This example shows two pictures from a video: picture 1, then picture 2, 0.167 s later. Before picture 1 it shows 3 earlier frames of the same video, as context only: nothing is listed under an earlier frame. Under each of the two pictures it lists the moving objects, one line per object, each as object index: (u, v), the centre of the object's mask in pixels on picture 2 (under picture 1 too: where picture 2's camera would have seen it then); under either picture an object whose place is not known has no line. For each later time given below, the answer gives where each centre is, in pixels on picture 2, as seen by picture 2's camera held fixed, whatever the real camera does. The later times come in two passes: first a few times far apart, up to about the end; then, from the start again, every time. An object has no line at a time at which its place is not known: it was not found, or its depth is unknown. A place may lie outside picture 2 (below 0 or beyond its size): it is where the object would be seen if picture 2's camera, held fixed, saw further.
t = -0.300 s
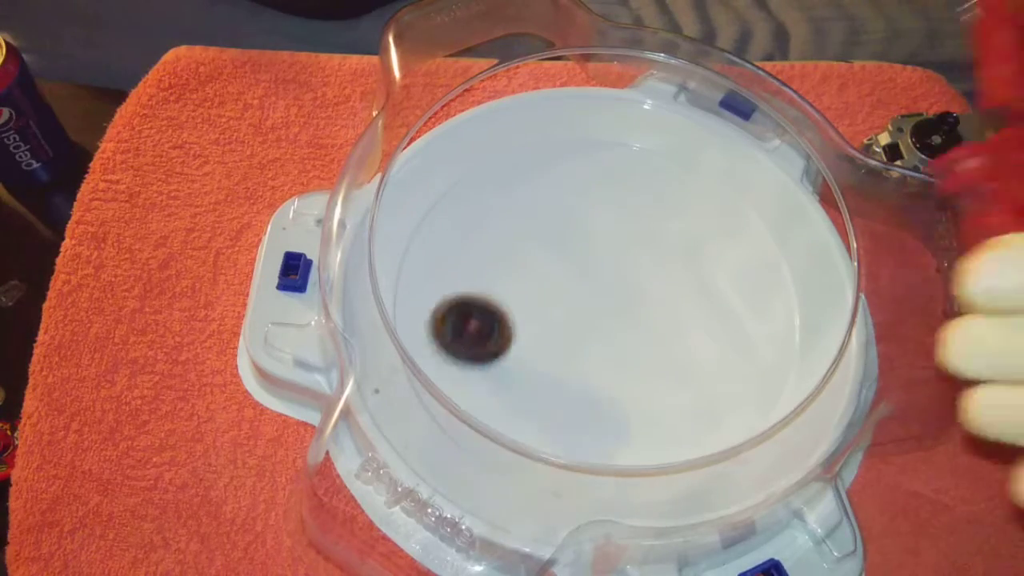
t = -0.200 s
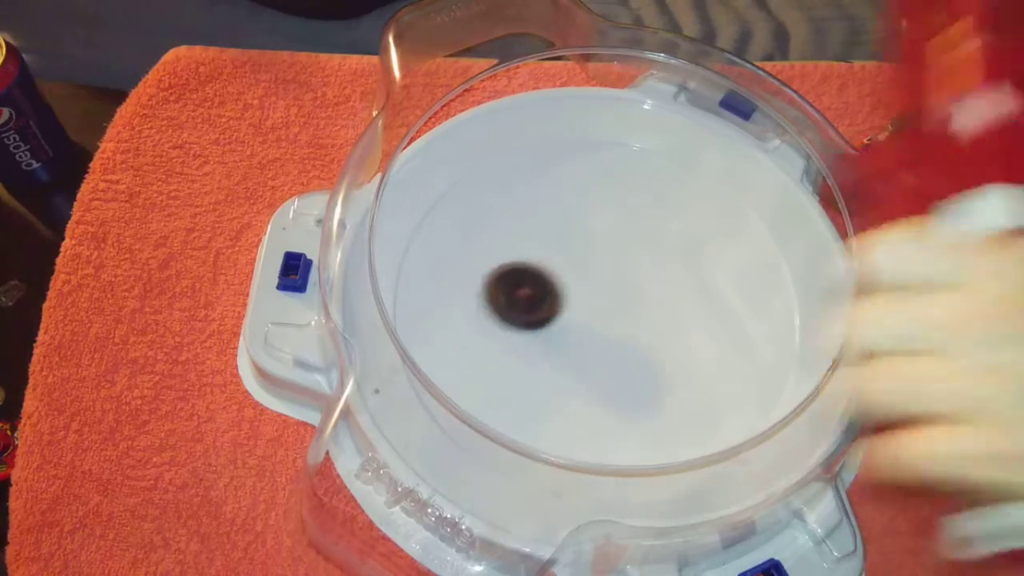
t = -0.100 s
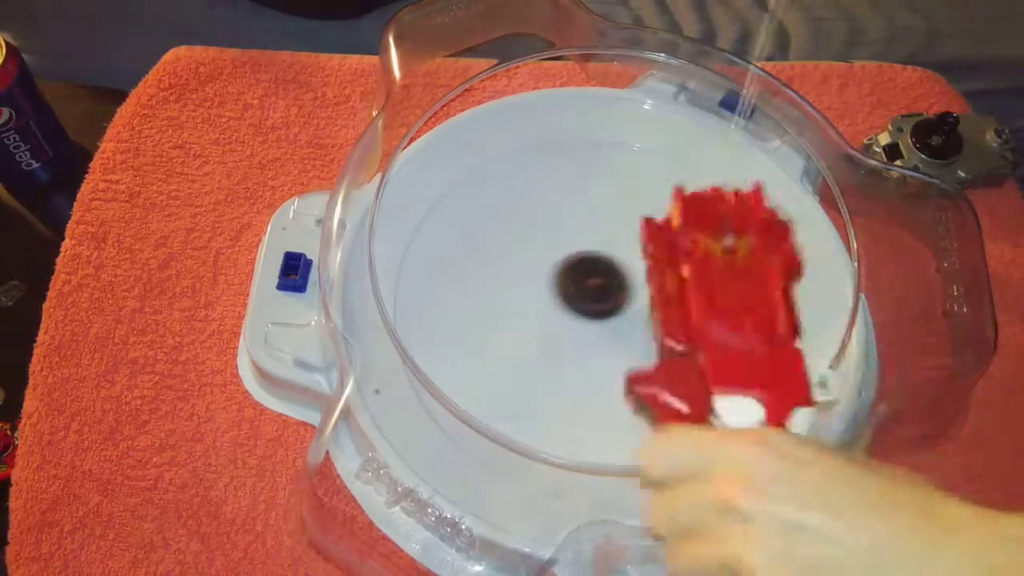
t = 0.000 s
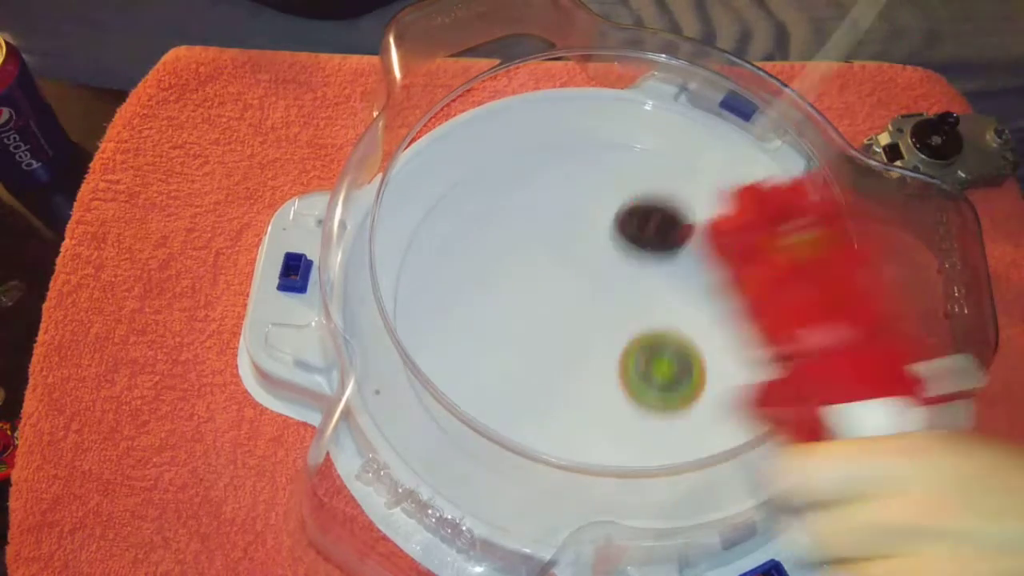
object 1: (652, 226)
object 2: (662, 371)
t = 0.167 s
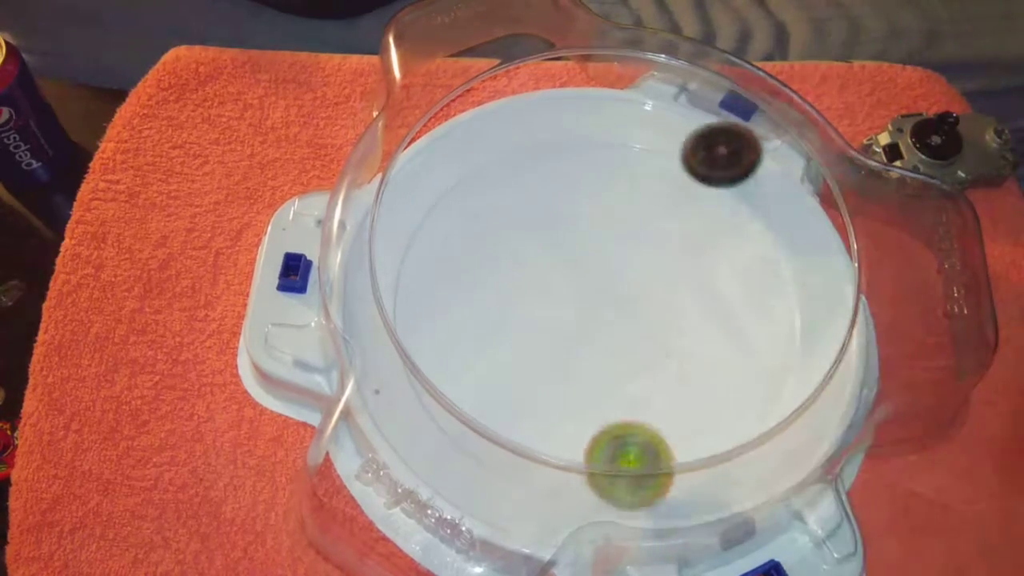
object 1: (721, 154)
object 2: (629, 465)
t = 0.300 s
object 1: (759, 175)
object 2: (629, 431)
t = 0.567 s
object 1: (786, 266)
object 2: (652, 251)
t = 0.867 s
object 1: (585, 313)
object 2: (475, 216)
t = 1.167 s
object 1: (535, 147)
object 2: (585, 475)
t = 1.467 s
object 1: (638, 230)
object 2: (743, 164)
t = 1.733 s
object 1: (436, 273)
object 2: (506, 118)
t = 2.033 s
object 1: (534, 502)
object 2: (526, 199)
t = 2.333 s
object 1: (619, 336)
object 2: (691, 295)
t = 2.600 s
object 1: (628, 193)
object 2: (721, 235)
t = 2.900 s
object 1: (560, 248)
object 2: (718, 236)
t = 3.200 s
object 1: (628, 423)
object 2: (611, 308)
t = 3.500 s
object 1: (524, 374)
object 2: (683, 413)
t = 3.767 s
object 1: (642, 269)
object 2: (777, 345)
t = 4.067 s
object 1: (656, 214)
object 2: (720, 316)
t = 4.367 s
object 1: (637, 230)
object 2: (551, 371)
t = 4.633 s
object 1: (566, 228)
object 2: (569, 432)
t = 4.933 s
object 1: (525, 235)
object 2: (639, 369)
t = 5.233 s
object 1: (484, 236)
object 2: (557, 300)
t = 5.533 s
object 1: (504, 226)
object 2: (550, 348)
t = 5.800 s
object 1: (556, 258)
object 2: (611, 354)
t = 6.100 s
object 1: (583, 265)
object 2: (683, 323)
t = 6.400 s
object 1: (556, 265)
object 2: (690, 264)
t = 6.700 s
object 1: (552, 272)
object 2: (639, 276)
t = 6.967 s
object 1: (500, 265)
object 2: (666, 297)
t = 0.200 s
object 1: (731, 157)
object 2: (624, 470)
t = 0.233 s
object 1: (740, 162)
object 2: (624, 463)
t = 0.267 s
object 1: (750, 167)
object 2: (625, 449)
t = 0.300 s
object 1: (759, 175)
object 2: (629, 431)
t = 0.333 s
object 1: (766, 184)
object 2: (634, 410)
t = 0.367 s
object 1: (772, 194)
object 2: (640, 388)
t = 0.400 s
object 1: (778, 204)
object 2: (647, 364)
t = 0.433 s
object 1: (783, 215)
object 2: (652, 341)
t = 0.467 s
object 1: (787, 226)
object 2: (657, 317)
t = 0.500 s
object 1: (790, 237)
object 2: (659, 294)
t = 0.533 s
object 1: (790, 250)
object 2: (658, 272)
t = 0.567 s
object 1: (786, 266)
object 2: (652, 251)
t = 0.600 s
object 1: (774, 284)
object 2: (642, 233)
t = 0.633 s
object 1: (758, 301)
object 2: (627, 217)
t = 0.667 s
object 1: (737, 315)
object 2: (609, 204)
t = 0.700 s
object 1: (715, 326)
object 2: (589, 195)
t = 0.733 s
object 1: (691, 332)
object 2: (567, 189)
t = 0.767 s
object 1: (665, 334)
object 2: (544, 189)
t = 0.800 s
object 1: (638, 331)
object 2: (520, 193)
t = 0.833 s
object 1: (611, 324)
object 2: (497, 202)
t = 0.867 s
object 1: (585, 313)
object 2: (475, 216)
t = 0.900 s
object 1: (563, 300)
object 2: (454, 237)
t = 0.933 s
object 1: (545, 283)
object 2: (437, 263)
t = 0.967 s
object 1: (530, 265)
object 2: (426, 294)
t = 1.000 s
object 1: (519, 245)
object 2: (422, 329)
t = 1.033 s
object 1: (514, 224)
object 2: (427, 368)
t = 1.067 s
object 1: (513, 202)
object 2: (450, 402)
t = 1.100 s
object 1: (516, 182)
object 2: (488, 433)
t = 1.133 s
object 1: (523, 164)
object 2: (532, 460)
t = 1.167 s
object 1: (535, 147)
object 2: (585, 475)
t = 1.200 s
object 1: (551, 133)
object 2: (641, 471)
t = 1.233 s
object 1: (570, 127)
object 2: (695, 456)
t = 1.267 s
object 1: (593, 130)
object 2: (741, 428)
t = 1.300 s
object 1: (618, 141)
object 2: (772, 389)
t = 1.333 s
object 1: (640, 154)
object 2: (792, 343)
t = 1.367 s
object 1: (658, 171)
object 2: (794, 293)
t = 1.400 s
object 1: (670, 191)
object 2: (777, 245)
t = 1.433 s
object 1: (669, 212)
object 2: (753, 199)
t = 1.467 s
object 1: (638, 230)
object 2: (743, 164)
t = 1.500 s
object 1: (606, 247)
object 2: (730, 141)
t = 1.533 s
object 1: (577, 260)
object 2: (712, 119)
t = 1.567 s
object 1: (549, 270)
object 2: (685, 113)
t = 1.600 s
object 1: (520, 277)
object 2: (654, 106)
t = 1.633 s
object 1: (493, 280)
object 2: (618, 105)
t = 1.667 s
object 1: (470, 280)
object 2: (583, 104)
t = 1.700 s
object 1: (451, 278)
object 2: (544, 109)
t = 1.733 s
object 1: (436, 273)
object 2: (506, 118)
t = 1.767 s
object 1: (427, 266)
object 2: (468, 134)
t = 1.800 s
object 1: (422, 259)
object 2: (435, 154)
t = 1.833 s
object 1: (420, 260)
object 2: (408, 174)
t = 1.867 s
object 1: (422, 309)
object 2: (418, 165)
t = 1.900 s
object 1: (424, 359)
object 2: (436, 165)
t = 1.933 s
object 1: (444, 400)
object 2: (455, 166)
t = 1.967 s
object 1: (471, 439)
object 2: (477, 174)
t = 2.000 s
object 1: (502, 472)
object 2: (501, 185)
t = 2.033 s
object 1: (534, 502)
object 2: (526, 199)
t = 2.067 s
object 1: (563, 518)
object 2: (548, 216)
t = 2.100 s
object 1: (577, 509)
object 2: (570, 232)
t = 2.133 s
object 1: (587, 492)
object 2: (591, 248)
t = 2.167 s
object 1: (595, 473)
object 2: (612, 263)
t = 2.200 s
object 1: (601, 452)
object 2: (631, 275)
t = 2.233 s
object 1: (607, 425)
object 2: (648, 284)
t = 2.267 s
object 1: (612, 397)
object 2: (665, 290)
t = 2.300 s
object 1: (616, 366)
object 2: (678, 294)
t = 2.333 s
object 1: (619, 336)
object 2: (691, 295)
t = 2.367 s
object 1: (621, 307)
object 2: (702, 293)
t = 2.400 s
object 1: (624, 282)
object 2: (710, 288)
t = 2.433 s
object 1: (627, 258)
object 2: (715, 281)
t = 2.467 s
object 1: (629, 237)
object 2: (717, 272)
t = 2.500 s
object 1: (632, 220)
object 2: (717, 263)
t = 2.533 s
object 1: (635, 209)
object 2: (715, 251)
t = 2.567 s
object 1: (638, 202)
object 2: (710, 239)
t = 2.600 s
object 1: (628, 193)
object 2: (721, 235)
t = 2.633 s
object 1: (606, 182)
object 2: (741, 236)
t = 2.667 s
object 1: (587, 176)
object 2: (756, 236)
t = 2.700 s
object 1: (571, 175)
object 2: (765, 235)
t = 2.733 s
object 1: (558, 178)
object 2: (768, 234)
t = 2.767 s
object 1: (549, 185)
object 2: (766, 234)
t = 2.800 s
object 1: (545, 197)
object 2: (758, 234)
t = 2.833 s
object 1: (545, 212)
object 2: (748, 234)
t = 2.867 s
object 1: (550, 229)
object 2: (734, 235)
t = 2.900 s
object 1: (560, 248)
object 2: (718, 236)
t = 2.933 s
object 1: (573, 268)
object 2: (703, 239)
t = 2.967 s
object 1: (587, 288)
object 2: (687, 242)
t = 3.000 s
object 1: (602, 309)
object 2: (672, 246)
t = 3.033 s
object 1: (614, 330)
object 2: (658, 252)
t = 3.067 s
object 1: (624, 352)
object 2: (645, 260)
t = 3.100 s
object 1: (630, 373)
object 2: (633, 270)
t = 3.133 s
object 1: (633, 392)
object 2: (624, 281)
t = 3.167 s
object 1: (632, 409)
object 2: (616, 295)
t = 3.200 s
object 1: (628, 423)
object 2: (611, 308)
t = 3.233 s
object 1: (619, 433)
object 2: (609, 322)
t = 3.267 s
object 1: (608, 437)
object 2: (609, 337)
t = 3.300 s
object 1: (594, 438)
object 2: (612, 352)
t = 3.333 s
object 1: (580, 436)
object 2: (618, 367)
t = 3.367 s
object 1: (564, 431)
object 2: (626, 380)
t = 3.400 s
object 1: (548, 423)
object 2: (638, 392)
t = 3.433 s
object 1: (534, 410)
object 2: (651, 402)
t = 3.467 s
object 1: (527, 394)
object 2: (666, 409)
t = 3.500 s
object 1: (524, 374)
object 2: (683, 413)
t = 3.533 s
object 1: (527, 356)
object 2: (701, 414)
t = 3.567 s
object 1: (533, 337)
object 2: (718, 412)
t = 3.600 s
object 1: (544, 319)
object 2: (734, 406)
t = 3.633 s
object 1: (559, 303)
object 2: (748, 399)
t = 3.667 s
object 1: (576, 290)
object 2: (760, 389)
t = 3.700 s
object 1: (596, 280)
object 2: (771, 377)
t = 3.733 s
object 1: (618, 272)
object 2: (777, 361)
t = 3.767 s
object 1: (642, 269)
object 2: (777, 345)
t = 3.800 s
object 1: (666, 269)
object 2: (773, 328)
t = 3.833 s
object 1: (688, 271)
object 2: (768, 313)
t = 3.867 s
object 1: (683, 255)
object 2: (784, 316)
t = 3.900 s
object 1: (674, 241)
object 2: (793, 320)
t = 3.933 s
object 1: (665, 231)
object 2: (789, 321)
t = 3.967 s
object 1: (660, 223)
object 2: (776, 321)
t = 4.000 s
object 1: (657, 218)
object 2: (760, 319)
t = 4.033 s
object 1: (655, 215)
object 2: (740, 316)
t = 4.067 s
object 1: (656, 214)
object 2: (720, 316)
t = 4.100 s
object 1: (658, 214)
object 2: (699, 316)
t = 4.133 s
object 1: (662, 215)
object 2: (677, 317)
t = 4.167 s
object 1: (664, 217)
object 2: (656, 321)
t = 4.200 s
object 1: (664, 220)
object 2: (635, 327)
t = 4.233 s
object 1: (662, 221)
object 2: (614, 333)
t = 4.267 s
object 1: (658, 223)
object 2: (596, 341)
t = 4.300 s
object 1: (652, 226)
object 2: (579, 350)
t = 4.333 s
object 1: (645, 228)
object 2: (563, 360)
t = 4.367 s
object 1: (637, 230)
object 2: (551, 371)
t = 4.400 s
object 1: (629, 232)
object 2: (541, 381)
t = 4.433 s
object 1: (620, 233)
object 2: (535, 392)
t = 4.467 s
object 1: (610, 233)
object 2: (532, 403)
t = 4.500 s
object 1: (601, 233)
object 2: (533, 411)
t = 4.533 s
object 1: (592, 232)
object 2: (538, 418)
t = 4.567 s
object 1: (583, 230)
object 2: (547, 424)
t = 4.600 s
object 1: (574, 229)
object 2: (556, 433)
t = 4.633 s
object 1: (566, 228)
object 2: (569, 432)
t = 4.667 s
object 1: (559, 228)
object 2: (580, 434)
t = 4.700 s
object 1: (552, 227)
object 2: (592, 434)
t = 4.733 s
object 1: (547, 226)
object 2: (605, 433)
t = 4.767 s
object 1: (542, 226)
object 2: (617, 429)
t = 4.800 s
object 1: (538, 227)
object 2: (629, 421)
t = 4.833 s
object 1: (534, 228)
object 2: (636, 410)
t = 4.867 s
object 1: (530, 230)
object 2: (641, 397)
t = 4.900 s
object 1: (528, 232)
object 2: (642, 384)
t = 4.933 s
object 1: (525, 235)
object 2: (639, 369)
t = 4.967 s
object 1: (523, 239)
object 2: (633, 354)
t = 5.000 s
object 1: (522, 243)
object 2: (623, 340)
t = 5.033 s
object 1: (521, 248)
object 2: (609, 325)
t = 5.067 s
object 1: (519, 252)
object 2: (593, 311)
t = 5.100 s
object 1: (512, 253)
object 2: (581, 303)
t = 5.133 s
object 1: (498, 247)
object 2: (578, 303)
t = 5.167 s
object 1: (490, 242)
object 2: (573, 302)
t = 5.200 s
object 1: (486, 238)
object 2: (566, 301)
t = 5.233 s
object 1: (484, 236)
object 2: (557, 300)
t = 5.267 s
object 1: (485, 234)
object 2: (547, 300)
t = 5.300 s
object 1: (487, 235)
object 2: (537, 301)
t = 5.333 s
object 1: (486, 231)
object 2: (532, 311)
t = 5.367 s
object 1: (484, 226)
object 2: (531, 321)
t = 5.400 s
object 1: (485, 223)
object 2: (530, 330)
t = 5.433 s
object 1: (488, 221)
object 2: (533, 339)
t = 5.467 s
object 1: (492, 221)
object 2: (537, 345)
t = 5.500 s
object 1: (497, 223)
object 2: (544, 347)
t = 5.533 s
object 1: (504, 226)
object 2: (550, 348)
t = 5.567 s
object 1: (511, 230)
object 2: (558, 347)
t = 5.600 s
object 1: (518, 236)
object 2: (565, 345)
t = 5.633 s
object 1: (527, 243)
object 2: (573, 342)
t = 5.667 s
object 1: (536, 251)
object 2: (579, 338)
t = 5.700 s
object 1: (544, 259)
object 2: (584, 335)
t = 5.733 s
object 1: (549, 262)
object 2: (592, 340)
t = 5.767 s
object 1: (552, 259)
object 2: (602, 349)
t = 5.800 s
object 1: (556, 258)
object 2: (611, 354)
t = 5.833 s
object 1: (563, 260)
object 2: (618, 355)
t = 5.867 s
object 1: (570, 263)
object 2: (623, 352)
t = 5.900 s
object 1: (577, 268)
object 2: (628, 345)
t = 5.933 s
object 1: (583, 273)
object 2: (634, 338)
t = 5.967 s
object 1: (585, 272)
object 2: (643, 336)
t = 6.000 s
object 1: (588, 273)
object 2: (651, 331)
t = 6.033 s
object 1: (588, 271)
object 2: (662, 328)
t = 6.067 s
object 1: (584, 267)
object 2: (675, 327)
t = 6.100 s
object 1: (583, 265)
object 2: (683, 323)
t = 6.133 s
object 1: (584, 264)
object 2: (688, 315)
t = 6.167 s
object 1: (585, 264)
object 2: (688, 305)
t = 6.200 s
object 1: (588, 266)
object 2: (684, 296)
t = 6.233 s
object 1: (591, 268)
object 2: (679, 288)
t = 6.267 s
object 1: (589, 270)
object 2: (677, 282)
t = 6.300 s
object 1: (575, 269)
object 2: (687, 278)
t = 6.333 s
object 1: (565, 268)
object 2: (692, 273)
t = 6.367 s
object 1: (560, 267)
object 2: (693, 268)
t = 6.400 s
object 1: (556, 265)
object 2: (690, 264)
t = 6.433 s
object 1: (554, 265)
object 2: (685, 262)
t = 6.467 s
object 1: (552, 264)
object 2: (680, 260)
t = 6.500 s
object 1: (551, 264)
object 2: (674, 260)
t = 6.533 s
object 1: (550, 265)
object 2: (668, 261)
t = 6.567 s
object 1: (551, 265)
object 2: (661, 263)
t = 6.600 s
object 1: (551, 267)
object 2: (655, 266)
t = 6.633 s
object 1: (552, 268)
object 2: (648, 269)
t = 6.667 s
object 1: (554, 270)
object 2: (641, 273)
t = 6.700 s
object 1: (552, 272)
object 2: (639, 276)
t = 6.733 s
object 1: (534, 273)
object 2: (653, 280)
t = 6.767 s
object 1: (521, 272)
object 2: (663, 283)
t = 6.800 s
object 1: (513, 271)
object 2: (670, 286)
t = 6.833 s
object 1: (507, 269)
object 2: (674, 288)
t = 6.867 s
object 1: (503, 268)
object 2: (675, 290)
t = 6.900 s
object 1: (500, 266)
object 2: (673, 293)
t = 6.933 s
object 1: (499, 266)
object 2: (670, 295)
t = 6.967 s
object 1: (500, 265)
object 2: (666, 297)
